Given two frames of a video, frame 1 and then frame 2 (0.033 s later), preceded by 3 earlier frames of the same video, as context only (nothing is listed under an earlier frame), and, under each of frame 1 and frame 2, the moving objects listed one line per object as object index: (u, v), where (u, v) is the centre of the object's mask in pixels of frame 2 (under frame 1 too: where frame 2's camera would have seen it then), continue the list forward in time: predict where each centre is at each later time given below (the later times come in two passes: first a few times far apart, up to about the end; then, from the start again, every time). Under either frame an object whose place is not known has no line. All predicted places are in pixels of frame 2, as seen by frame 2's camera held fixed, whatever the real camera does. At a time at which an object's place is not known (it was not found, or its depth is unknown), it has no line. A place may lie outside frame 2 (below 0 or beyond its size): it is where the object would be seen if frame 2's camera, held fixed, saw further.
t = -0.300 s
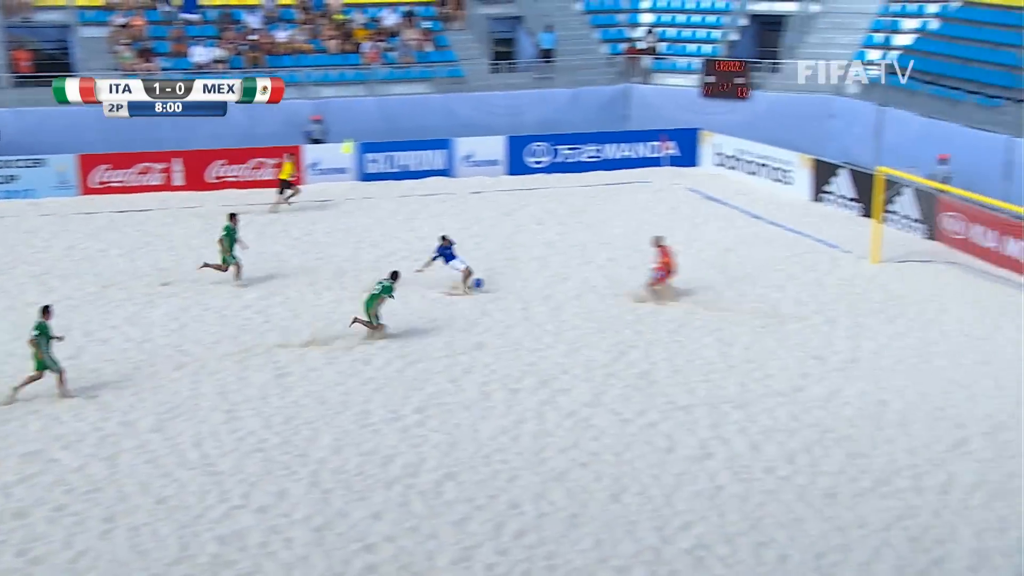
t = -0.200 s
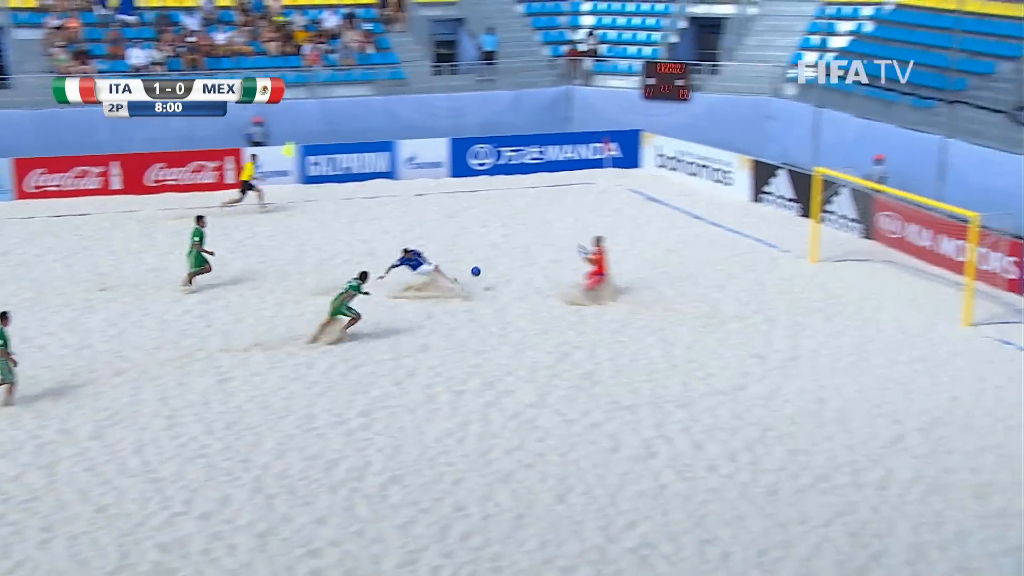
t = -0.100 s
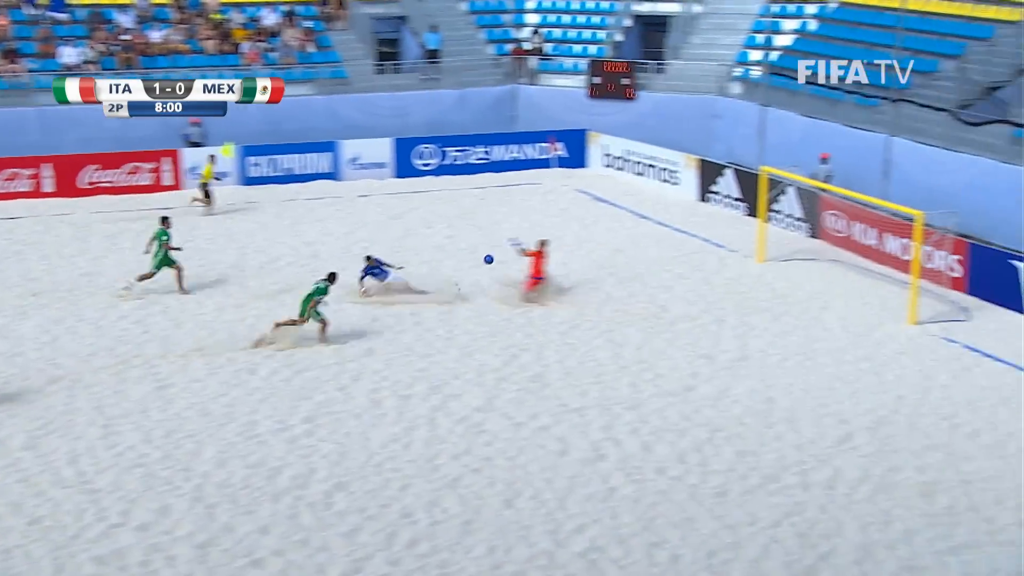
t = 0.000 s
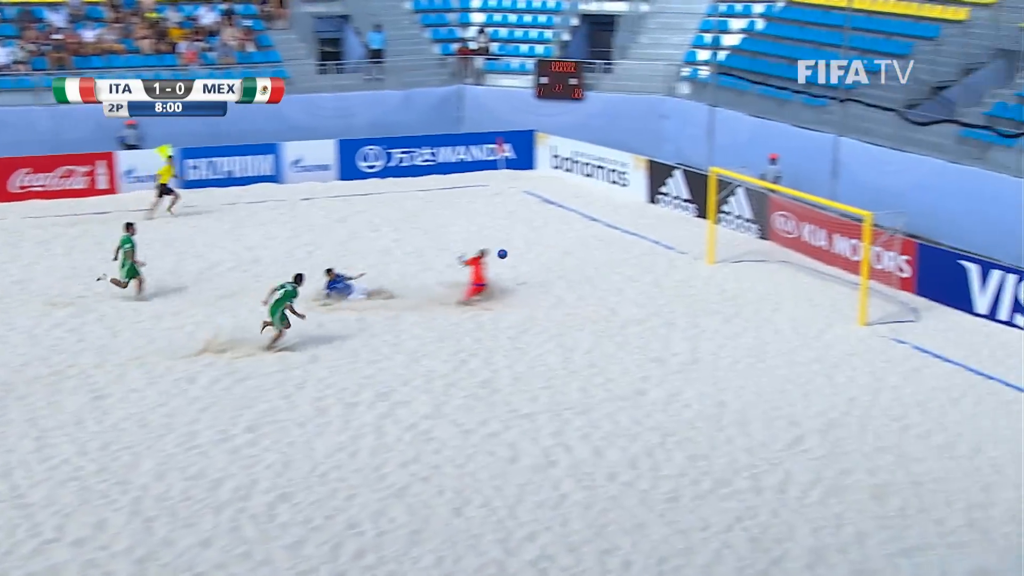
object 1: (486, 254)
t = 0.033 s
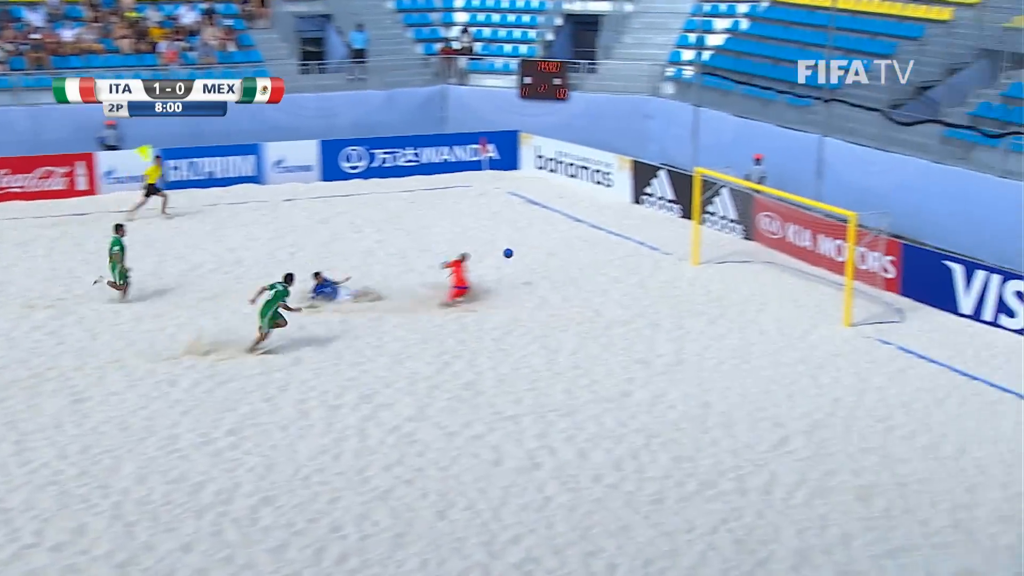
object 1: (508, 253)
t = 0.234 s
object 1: (633, 254)
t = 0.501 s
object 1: (772, 260)
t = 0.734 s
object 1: (797, 244)
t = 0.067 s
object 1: (529, 252)
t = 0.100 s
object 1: (550, 251)
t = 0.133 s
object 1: (571, 251)
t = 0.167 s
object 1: (591, 252)
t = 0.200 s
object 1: (612, 252)
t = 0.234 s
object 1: (633, 254)
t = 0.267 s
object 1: (652, 255)
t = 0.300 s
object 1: (672, 259)
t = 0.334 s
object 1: (692, 262)
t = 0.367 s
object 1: (712, 265)
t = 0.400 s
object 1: (732, 269)
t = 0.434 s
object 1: (747, 267)
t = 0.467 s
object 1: (759, 263)
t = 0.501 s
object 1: (772, 260)
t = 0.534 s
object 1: (783, 256)
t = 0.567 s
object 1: (792, 254)
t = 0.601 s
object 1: (800, 250)
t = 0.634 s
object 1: (805, 246)
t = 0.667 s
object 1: (804, 245)
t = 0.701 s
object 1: (800, 245)
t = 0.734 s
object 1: (797, 244)
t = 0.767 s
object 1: (794, 244)
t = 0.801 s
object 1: (791, 245)
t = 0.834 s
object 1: (787, 247)
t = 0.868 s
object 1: (784, 249)
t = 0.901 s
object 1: (780, 252)
